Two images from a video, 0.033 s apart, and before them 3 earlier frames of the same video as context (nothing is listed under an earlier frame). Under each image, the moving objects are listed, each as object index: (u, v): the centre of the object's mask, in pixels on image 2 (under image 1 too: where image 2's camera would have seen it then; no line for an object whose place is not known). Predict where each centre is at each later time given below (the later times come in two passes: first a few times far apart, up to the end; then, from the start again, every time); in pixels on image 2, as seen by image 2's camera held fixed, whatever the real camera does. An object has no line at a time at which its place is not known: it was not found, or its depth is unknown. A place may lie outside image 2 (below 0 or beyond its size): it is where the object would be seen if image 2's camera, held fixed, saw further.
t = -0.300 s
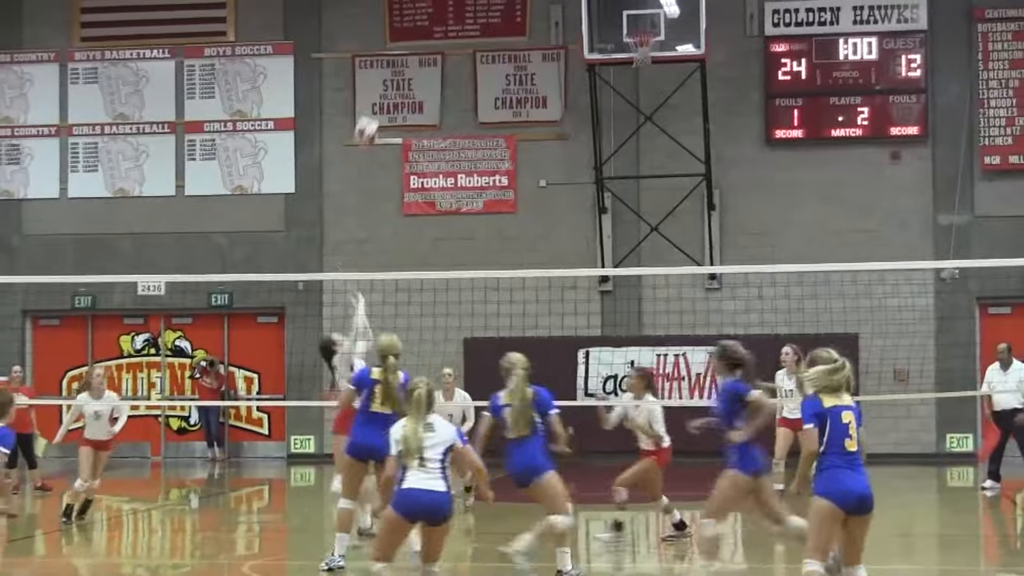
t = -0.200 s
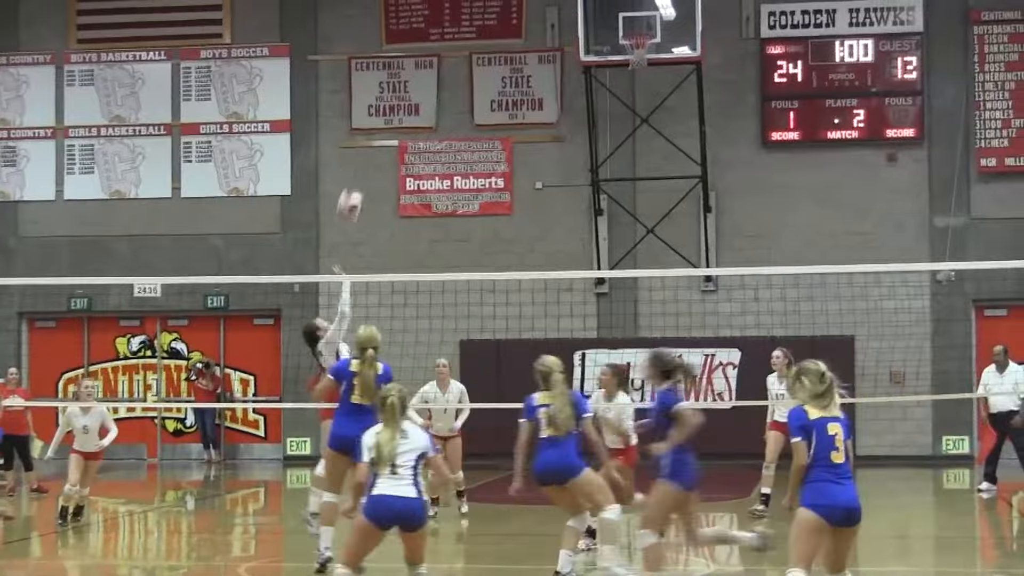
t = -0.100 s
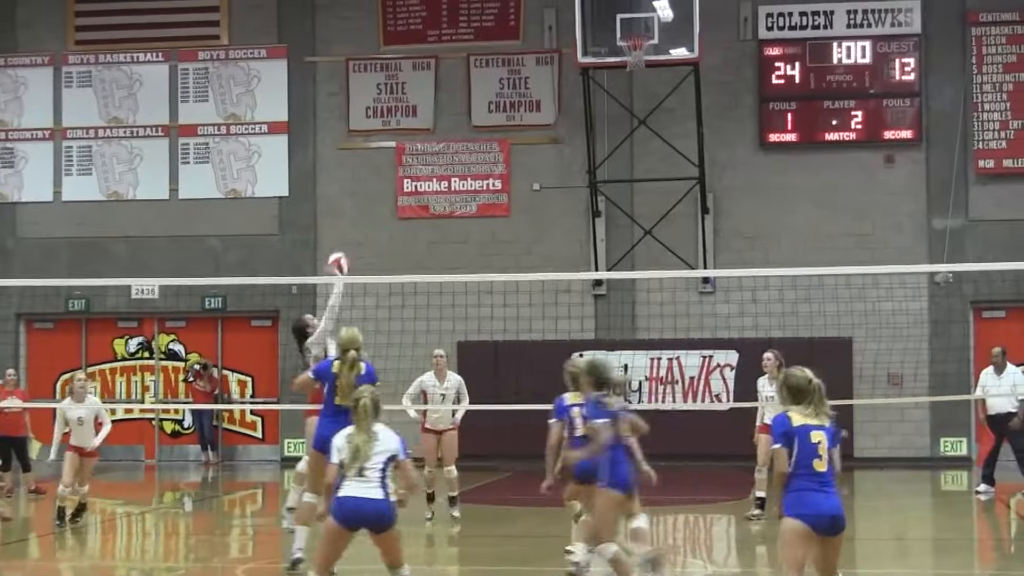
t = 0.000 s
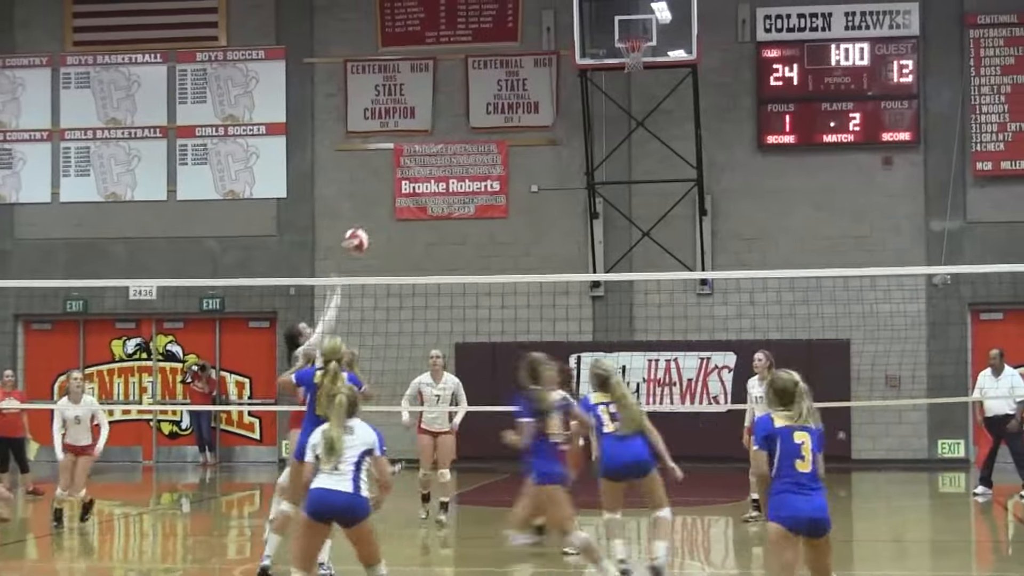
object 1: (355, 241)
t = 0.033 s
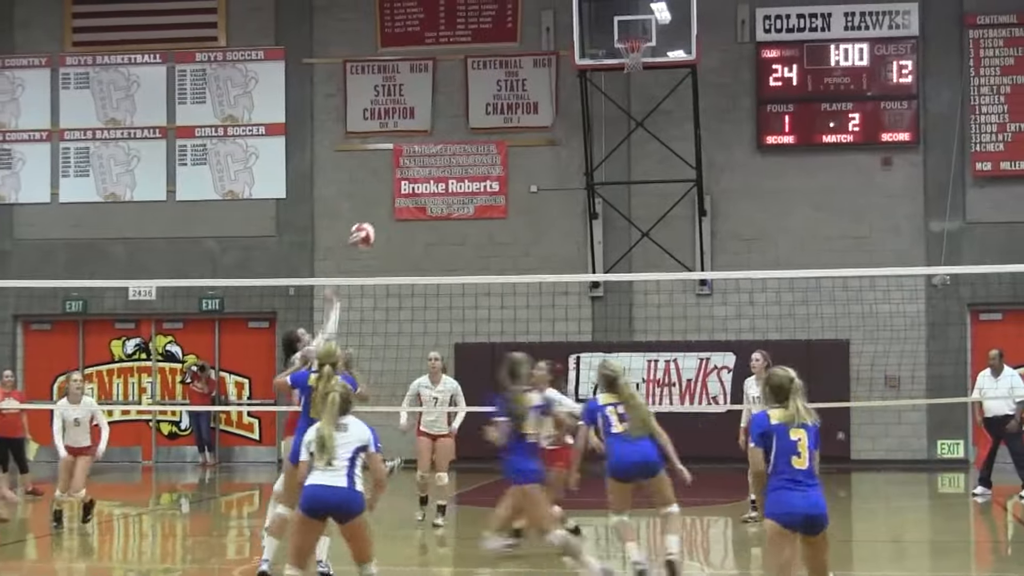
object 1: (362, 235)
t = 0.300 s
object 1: (418, 236)
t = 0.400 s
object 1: (440, 257)
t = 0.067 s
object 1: (369, 231)
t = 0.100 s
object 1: (376, 227)
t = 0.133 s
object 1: (383, 225)
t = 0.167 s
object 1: (390, 226)
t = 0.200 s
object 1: (397, 226)
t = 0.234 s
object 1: (404, 228)
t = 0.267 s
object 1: (411, 231)
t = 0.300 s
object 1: (418, 236)
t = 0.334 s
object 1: (426, 241)
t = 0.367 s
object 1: (433, 249)
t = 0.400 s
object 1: (440, 257)
